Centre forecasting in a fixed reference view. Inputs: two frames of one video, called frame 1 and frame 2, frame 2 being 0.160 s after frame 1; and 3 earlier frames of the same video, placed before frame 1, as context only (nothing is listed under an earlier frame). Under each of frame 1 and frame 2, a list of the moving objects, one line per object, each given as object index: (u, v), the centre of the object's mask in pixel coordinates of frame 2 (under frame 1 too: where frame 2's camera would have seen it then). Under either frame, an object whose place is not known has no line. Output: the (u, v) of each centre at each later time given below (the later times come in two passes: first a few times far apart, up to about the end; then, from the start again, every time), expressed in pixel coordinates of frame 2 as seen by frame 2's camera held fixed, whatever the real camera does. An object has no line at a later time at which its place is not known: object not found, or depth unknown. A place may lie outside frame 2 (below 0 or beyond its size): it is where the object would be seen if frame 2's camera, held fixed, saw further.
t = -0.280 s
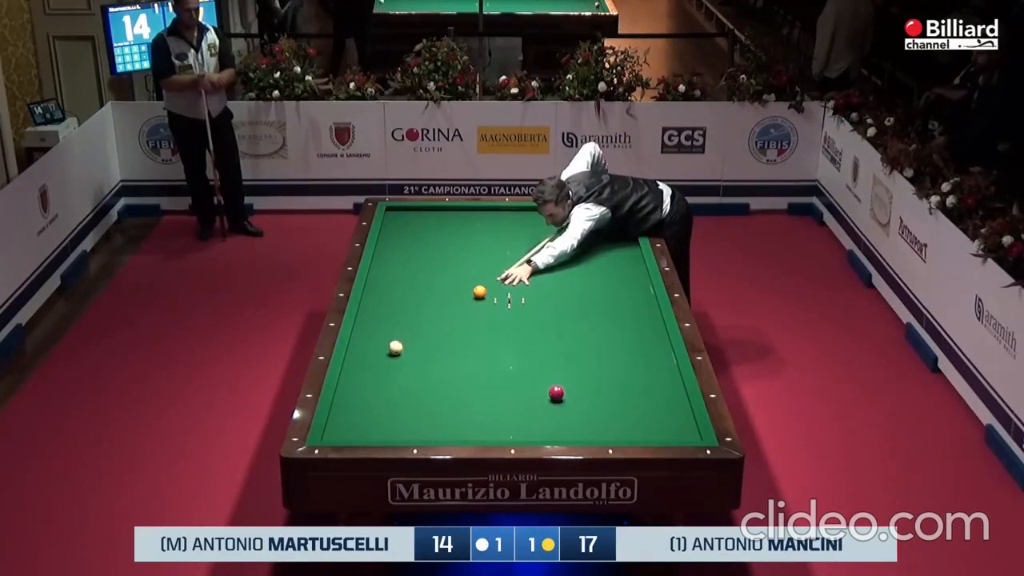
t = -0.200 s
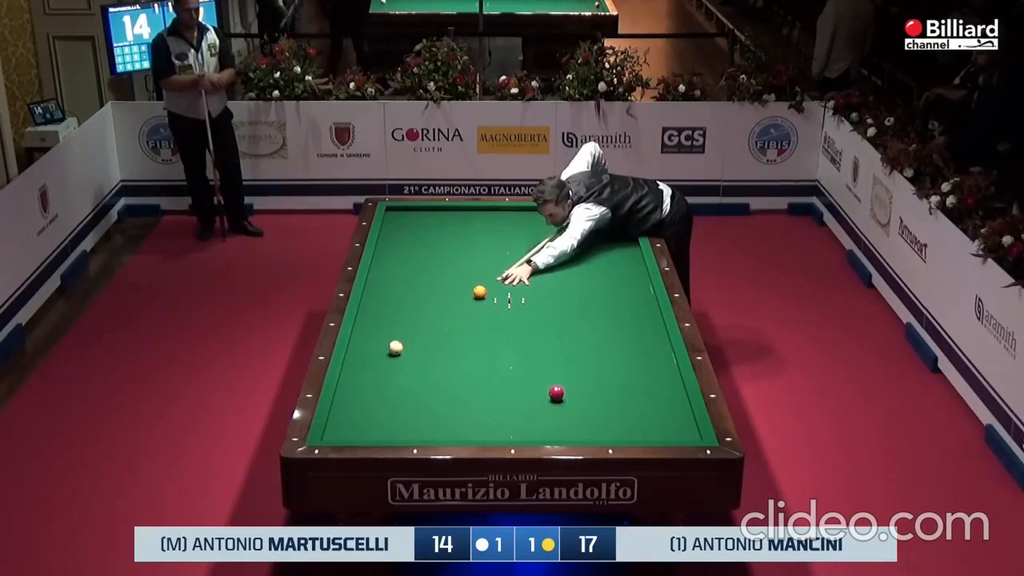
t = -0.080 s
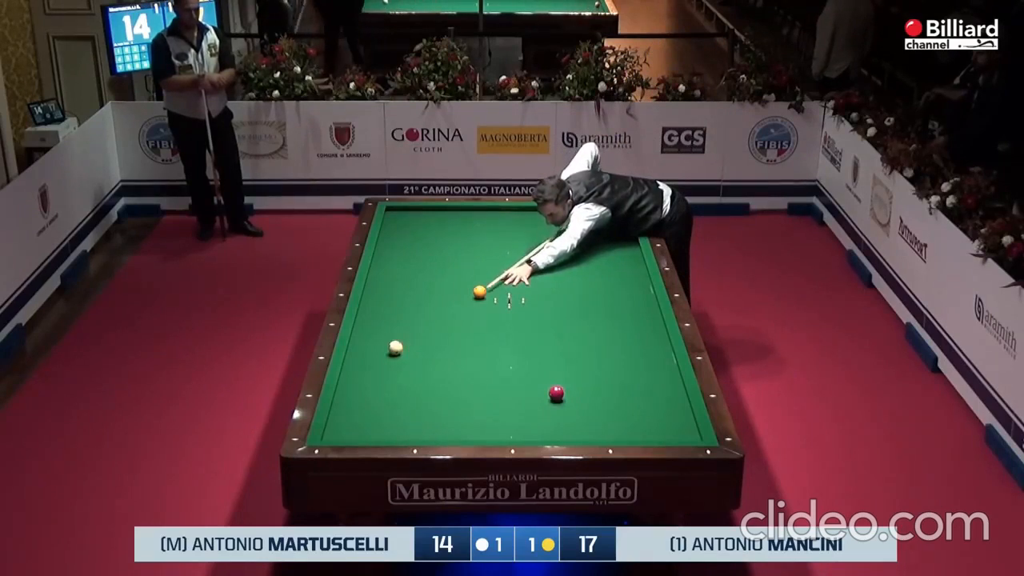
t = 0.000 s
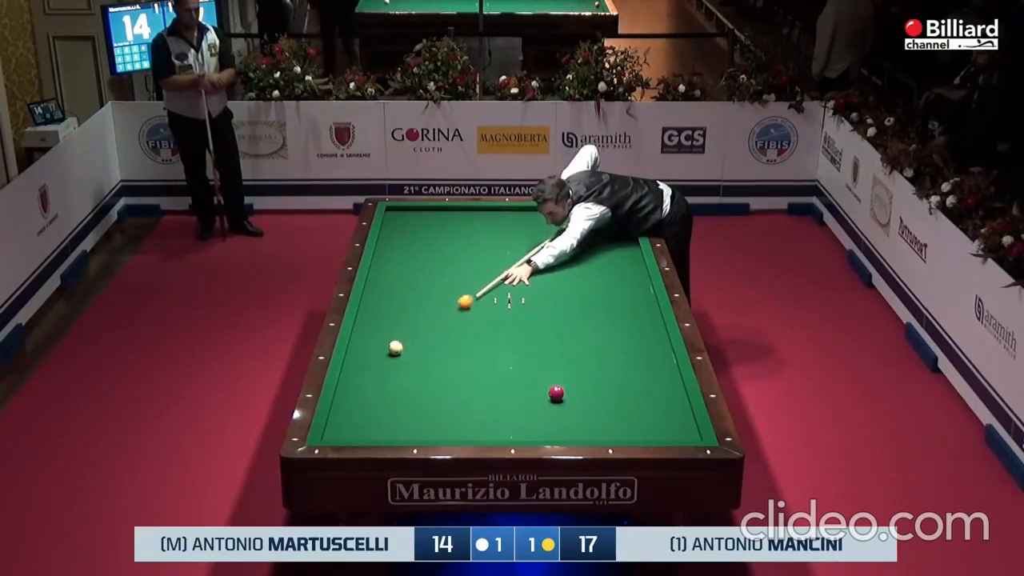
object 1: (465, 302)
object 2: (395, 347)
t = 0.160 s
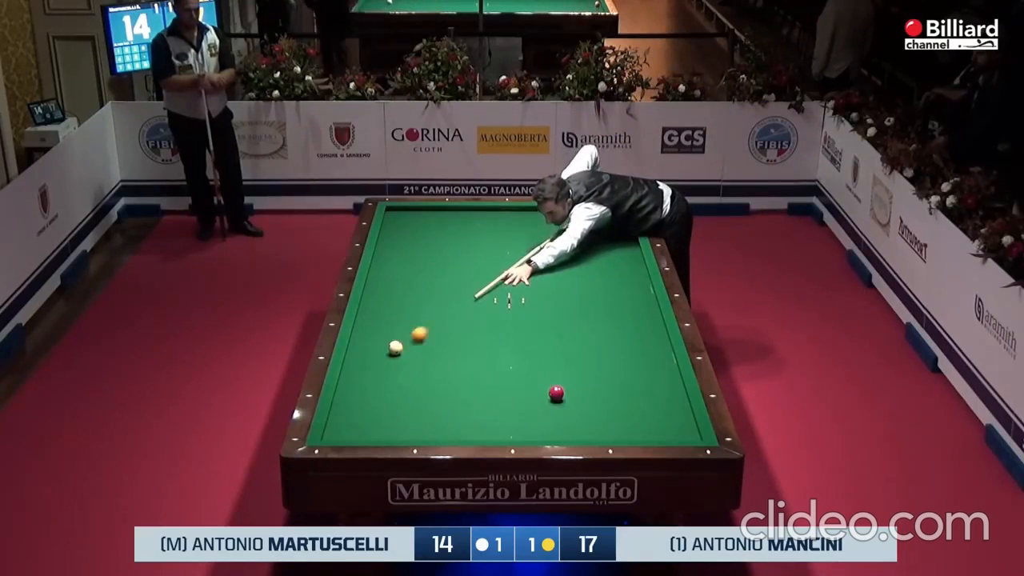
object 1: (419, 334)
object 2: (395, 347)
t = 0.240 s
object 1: (408, 345)
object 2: (383, 352)
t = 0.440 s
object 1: (417, 350)
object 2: (366, 381)
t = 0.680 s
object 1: (427, 357)
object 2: (409, 406)
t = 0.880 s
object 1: (436, 362)
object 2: (443, 428)
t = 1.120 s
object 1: (446, 368)
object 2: (491, 427)
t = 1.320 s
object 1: (454, 372)
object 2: (531, 415)
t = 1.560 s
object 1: (463, 378)
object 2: (576, 402)
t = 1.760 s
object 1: (472, 383)
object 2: (612, 391)
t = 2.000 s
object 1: (481, 388)
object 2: (653, 378)
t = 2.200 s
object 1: (489, 393)
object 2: (663, 368)
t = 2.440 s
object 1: (498, 398)
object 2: (635, 355)
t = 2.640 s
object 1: (505, 402)
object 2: (614, 345)
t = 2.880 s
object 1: (514, 407)
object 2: (589, 334)
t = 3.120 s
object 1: (522, 413)
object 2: (566, 323)
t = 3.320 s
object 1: (528, 416)
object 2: (548, 314)
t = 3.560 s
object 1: (536, 421)
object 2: (527, 304)
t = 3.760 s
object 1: (542, 425)
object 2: (510, 297)
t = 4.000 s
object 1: (549, 429)
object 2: (492, 288)
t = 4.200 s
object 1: (555, 431)
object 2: (477, 281)
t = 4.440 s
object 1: (561, 434)
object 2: (461, 274)
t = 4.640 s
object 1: (566, 436)
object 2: (447, 267)
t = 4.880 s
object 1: (569, 435)
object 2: (432, 260)
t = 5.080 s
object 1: (571, 434)
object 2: (420, 254)
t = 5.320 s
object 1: (574, 433)
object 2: (406, 248)
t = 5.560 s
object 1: (576, 432)
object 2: (392, 242)
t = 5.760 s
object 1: (577, 432)
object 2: (383, 237)
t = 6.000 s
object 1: (579, 431)
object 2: (392, 232)
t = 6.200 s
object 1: (579, 431)
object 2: (398, 229)
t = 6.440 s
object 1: (580, 431)
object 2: (406, 225)
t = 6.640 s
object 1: (580, 431)
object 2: (411, 222)
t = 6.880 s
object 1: (580, 431)
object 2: (418, 219)
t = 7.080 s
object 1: (580, 431)
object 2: (423, 216)
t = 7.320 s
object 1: (580, 431)
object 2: (429, 213)
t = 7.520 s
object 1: (580, 431)
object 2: (434, 211)
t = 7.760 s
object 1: (580, 431)
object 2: (439, 208)
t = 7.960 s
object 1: (580, 431)
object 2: (441, 209)
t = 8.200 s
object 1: (580, 431)
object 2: (443, 211)
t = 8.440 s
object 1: (580, 431)
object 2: (446, 212)
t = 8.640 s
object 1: (580, 431)
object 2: (448, 213)
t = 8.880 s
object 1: (580, 431)
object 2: (450, 214)
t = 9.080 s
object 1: (580, 431)
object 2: (452, 215)
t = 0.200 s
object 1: (408, 341)
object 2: (395, 347)
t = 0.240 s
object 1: (408, 345)
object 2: (383, 352)
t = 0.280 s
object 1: (410, 346)
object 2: (369, 359)
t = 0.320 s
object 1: (412, 347)
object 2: (355, 366)
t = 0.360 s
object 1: (413, 348)
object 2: (349, 372)
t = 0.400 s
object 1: (415, 350)
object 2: (358, 376)
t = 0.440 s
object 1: (417, 350)
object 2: (366, 381)
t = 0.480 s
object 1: (418, 351)
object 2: (374, 385)
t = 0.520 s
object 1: (420, 353)
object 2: (382, 390)
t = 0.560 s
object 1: (422, 354)
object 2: (389, 394)
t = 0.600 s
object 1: (424, 355)
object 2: (396, 398)
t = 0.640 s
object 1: (425, 356)
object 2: (402, 402)
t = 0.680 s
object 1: (427, 357)
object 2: (409, 406)
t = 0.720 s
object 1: (429, 358)
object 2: (416, 410)
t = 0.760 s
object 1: (431, 359)
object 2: (423, 414)
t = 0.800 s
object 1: (432, 360)
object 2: (429, 419)
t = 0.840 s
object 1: (434, 361)
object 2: (436, 423)
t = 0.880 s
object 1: (436, 362)
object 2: (443, 428)
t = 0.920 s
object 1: (437, 363)
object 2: (450, 431)
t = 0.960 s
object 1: (439, 364)
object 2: (458, 434)
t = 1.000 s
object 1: (441, 365)
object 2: (466, 434)
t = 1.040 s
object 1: (442, 365)
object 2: (475, 431)
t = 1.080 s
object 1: (444, 367)
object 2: (483, 430)
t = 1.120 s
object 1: (446, 368)
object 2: (491, 427)
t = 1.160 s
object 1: (447, 368)
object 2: (499, 425)
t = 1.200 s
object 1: (449, 369)
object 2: (507, 422)
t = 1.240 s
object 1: (451, 370)
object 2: (515, 420)
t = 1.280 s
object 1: (453, 371)
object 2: (523, 418)
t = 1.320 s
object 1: (454, 372)
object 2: (531, 415)
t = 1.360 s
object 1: (456, 373)
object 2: (539, 413)
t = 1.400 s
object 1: (457, 374)
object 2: (546, 411)
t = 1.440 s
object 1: (459, 375)
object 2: (554, 408)
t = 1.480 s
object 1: (460, 376)
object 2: (562, 406)
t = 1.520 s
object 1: (462, 377)
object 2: (569, 404)
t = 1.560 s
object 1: (463, 378)
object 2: (576, 402)
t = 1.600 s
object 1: (465, 379)
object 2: (584, 399)
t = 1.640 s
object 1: (467, 380)
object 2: (591, 397)
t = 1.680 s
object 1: (469, 381)
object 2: (598, 395)
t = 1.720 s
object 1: (470, 382)
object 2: (605, 393)
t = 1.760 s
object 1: (472, 383)
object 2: (612, 391)
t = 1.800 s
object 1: (473, 384)
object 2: (619, 389)
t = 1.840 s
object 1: (475, 385)
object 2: (626, 386)
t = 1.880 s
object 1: (476, 386)
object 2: (633, 384)
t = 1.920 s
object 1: (478, 387)
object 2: (640, 382)
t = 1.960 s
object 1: (480, 387)
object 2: (646, 380)
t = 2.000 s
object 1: (481, 388)
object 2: (653, 378)
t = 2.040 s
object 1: (483, 389)
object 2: (659, 376)
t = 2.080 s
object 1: (484, 390)
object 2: (666, 375)
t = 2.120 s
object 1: (486, 391)
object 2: (672, 372)
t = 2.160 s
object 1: (487, 392)
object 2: (669, 370)
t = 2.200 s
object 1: (489, 393)
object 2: (663, 368)
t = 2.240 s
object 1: (490, 394)
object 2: (657, 366)
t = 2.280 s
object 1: (492, 394)
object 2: (653, 363)
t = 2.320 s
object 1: (493, 396)
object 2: (648, 361)
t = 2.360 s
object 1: (495, 396)
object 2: (643, 359)
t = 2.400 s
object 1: (496, 397)
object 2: (639, 357)
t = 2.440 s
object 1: (498, 398)
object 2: (635, 355)
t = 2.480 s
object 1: (499, 399)
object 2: (630, 353)
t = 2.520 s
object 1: (501, 400)
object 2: (626, 351)
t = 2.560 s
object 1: (502, 401)
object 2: (622, 349)
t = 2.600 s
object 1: (504, 402)
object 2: (618, 347)
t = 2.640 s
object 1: (505, 402)
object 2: (614, 345)
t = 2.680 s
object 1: (507, 403)
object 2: (609, 343)
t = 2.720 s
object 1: (508, 404)
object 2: (605, 341)
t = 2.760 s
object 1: (509, 405)
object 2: (601, 339)
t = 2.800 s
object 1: (511, 406)
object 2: (597, 337)
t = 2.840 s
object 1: (512, 407)
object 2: (593, 335)
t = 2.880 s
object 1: (514, 407)
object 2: (589, 334)
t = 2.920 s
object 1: (515, 408)
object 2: (585, 331)
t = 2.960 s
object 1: (516, 409)
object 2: (581, 330)
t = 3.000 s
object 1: (518, 410)
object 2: (577, 328)
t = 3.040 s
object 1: (519, 411)
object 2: (573, 326)
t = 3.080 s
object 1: (520, 412)
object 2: (570, 324)
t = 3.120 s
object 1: (522, 413)
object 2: (566, 323)
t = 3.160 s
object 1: (523, 413)
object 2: (562, 321)
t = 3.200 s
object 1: (525, 414)
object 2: (559, 319)
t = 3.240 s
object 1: (526, 415)
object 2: (555, 318)
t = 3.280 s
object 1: (527, 416)
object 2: (551, 316)
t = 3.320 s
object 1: (528, 416)
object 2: (548, 314)
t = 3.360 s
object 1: (530, 417)
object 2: (544, 313)
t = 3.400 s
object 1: (531, 418)
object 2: (541, 311)
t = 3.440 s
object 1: (532, 419)
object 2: (537, 309)
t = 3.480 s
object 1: (534, 420)
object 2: (534, 308)
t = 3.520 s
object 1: (535, 420)
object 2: (531, 306)
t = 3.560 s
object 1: (536, 421)
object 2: (527, 304)
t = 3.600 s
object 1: (537, 422)
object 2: (524, 303)
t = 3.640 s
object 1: (539, 422)
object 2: (521, 301)
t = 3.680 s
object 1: (540, 423)
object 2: (517, 300)
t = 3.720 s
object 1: (541, 424)
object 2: (514, 298)
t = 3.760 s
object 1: (542, 425)
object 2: (510, 297)
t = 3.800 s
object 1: (543, 425)
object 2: (508, 295)
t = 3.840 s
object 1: (545, 426)
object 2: (504, 294)
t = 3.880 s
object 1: (546, 426)
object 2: (501, 292)
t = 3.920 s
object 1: (547, 427)
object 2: (498, 291)
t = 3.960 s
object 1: (548, 428)
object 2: (495, 290)
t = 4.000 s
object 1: (549, 429)
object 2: (492, 288)
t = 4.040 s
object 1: (550, 429)
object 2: (489, 287)
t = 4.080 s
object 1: (551, 430)
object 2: (486, 286)
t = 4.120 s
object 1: (552, 430)
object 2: (483, 284)
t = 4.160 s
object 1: (554, 430)
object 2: (480, 283)
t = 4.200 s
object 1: (555, 431)
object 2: (477, 281)
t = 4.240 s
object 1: (556, 431)
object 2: (474, 280)
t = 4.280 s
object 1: (557, 432)
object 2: (472, 279)
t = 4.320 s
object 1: (558, 432)
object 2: (469, 277)
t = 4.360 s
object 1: (559, 433)
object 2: (466, 276)
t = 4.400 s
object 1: (560, 433)
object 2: (463, 275)
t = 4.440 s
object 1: (561, 434)
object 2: (461, 274)
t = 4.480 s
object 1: (562, 434)
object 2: (458, 272)
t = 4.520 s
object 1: (563, 435)
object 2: (455, 271)
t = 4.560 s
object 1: (564, 435)
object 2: (452, 270)
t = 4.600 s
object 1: (565, 435)
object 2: (450, 268)
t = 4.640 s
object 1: (566, 436)
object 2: (447, 267)
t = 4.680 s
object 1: (566, 436)
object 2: (444, 266)
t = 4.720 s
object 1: (567, 436)
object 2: (442, 265)
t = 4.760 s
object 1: (568, 435)
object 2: (439, 263)
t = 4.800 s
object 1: (568, 435)
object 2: (437, 263)
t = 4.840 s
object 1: (569, 435)
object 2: (434, 261)
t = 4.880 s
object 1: (569, 435)
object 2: (432, 260)
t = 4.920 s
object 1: (570, 435)
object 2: (429, 259)
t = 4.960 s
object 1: (570, 434)
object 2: (427, 258)
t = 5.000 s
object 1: (571, 434)
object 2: (425, 256)
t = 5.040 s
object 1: (571, 434)
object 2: (422, 255)
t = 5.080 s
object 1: (571, 434)
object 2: (420, 254)
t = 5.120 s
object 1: (572, 434)
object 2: (417, 253)
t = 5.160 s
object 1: (572, 433)
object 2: (415, 252)
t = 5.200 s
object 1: (573, 433)
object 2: (413, 251)
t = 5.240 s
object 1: (573, 433)
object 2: (410, 250)
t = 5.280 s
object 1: (574, 433)
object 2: (408, 249)
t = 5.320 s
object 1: (574, 433)
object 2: (406, 248)
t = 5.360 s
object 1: (574, 433)
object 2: (403, 246)
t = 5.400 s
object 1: (575, 433)
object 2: (401, 246)
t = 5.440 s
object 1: (575, 433)
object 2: (399, 245)
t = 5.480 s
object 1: (575, 433)
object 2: (397, 243)
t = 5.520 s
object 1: (576, 432)
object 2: (395, 242)
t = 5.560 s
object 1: (576, 432)
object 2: (392, 242)
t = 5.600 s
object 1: (576, 432)
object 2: (390, 240)
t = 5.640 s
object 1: (577, 432)
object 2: (388, 240)
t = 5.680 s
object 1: (577, 432)
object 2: (386, 239)
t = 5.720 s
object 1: (577, 432)
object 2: (384, 237)
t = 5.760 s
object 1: (577, 432)
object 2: (383, 237)
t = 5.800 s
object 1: (578, 432)
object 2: (385, 236)
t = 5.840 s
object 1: (578, 432)
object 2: (386, 235)
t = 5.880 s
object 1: (578, 431)
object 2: (388, 235)
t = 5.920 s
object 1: (578, 432)
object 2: (389, 234)
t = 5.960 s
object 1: (578, 432)
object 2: (390, 233)
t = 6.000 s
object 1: (579, 431)
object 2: (392, 232)
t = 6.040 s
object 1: (579, 431)
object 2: (393, 232)
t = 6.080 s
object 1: (579, 431)
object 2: (395, 231)
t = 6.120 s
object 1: (579, 431)
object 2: (396, 230)
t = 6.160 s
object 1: (579, 431)
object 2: (397, 230)
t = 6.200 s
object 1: (579, 431)
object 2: (398, 229)
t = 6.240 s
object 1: (579, 431)
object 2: (400, 228)
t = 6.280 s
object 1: (579, 431)
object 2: (401, 228)
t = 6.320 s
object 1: (579, 431)
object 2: (402, 227)
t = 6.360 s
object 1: (580, 431)
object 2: (403, 227)
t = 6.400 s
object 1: (580, 431)
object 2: (404, 226)
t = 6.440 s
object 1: (580, 431)
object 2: (406, 225)
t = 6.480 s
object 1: (580, 431)
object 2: (407, 225)
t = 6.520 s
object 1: (580, 431)
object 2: (408, 224)
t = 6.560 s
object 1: (580, 431)
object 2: (409, 224)
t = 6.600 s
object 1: (580, 431)
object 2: (410, 223)
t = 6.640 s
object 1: (580, 431)
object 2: (411, 222)
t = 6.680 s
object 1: (580, 431)
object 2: (412, 222)
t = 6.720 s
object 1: (580, 431)
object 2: (414, 221)
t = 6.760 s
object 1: (580, 431)
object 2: (415, 221)
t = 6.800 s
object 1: (580, 431)
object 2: (416, 220)
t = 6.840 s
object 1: (580, 431)
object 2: (417, 220)
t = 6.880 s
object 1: (580, 431)
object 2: (418, 219)
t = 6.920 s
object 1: (580, 431)
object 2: (419, 219)
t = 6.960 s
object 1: (580, 431)
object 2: (420, 218)
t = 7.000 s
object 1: (580, 431)
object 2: (421, 217)
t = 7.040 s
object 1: (580, 431)
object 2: (422, 217)
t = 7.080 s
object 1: (580, 431)
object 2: (423, 216)
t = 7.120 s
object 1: (580, 431)
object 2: (424, 216)
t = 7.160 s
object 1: (580, 431)
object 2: (425, 215)
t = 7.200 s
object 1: (580, 431)
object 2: (426, 215)
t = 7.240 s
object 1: (580, 431)
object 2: (427, 214)
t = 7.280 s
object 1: (580, 431)
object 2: (428, 213)
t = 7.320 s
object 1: (580, 431)
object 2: (429, 213)
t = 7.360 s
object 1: (580, 431)
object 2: (430, 213)
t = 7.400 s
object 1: (580, 431)
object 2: (431, 212)
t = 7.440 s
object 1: (580, 431)
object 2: (432, 212)
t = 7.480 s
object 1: (580, 431)
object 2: (433, 211)
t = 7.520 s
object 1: (580, 431)
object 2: (434, 211)
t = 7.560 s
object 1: (580, 431)
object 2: (434, 210)
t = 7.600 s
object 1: (580, 431)
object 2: (435, 210)
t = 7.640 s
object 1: (580, 431)
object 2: (436, 209)
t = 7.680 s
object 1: (580, 431)
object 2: (437, 209)
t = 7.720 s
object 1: (580, 431)
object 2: (438, 208)
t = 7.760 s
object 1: (580, 431)
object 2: (439, 208)
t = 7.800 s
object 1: (580, 431)
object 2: (439, 208)
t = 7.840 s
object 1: (580, 431)
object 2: (440, 208)
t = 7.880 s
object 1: (580, 431)
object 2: (440, 209)
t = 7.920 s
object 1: (580, 431)
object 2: (440, 209)
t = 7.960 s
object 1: (580, 431)
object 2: (441, 209)
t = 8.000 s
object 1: (580, 431)
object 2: (441, 209)
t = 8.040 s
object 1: (580, 431)
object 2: (442, 210)
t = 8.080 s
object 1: (580, 431)
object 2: (442, 210)
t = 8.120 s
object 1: (580, 431)
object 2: (443, 210)
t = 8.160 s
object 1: (580, 431)
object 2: (443, 210)
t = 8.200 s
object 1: (580, 431)
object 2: (443, 211)
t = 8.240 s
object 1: (580, 431)
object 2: (444, 211)
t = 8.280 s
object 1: (580, 431)
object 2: (444, 211)
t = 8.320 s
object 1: (580, 431)
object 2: (445, 211)
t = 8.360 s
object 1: (580, 431)
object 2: (445, 212)
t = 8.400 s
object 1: (580, 431)
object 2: (446, 212)
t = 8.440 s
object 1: (580, 431)
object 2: (446, 212)
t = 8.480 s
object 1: (580, 431)
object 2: (446, 212)
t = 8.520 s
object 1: (580, 431)
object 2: (447, 212)
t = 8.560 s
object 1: (580, 431)
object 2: (447, 212)
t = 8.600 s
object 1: (580, 431)
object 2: (447, 212)
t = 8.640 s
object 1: (580, 431)
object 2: (448, 213)
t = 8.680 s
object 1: (580, 431)
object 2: (448, 213)
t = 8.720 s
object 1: (580, 431)
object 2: (449, 213)
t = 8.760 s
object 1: (580, 431)
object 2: (449, 213)
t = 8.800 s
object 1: (580, 431)
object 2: (449, 214)
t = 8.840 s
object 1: (580, 431)
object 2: (450, 214)
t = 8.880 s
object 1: (580, 431)
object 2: (450, 214)
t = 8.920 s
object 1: (580, 431)
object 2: (450, 214)
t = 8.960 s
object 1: (580, 431)
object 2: (450, 214)
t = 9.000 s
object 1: (580, 431)
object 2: (451, 214)
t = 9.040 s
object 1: (580, 431)
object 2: (451, 215)
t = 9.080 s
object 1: (580, 431)
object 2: (452, 215)
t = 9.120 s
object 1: (580, 431)
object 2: (452, 215)
